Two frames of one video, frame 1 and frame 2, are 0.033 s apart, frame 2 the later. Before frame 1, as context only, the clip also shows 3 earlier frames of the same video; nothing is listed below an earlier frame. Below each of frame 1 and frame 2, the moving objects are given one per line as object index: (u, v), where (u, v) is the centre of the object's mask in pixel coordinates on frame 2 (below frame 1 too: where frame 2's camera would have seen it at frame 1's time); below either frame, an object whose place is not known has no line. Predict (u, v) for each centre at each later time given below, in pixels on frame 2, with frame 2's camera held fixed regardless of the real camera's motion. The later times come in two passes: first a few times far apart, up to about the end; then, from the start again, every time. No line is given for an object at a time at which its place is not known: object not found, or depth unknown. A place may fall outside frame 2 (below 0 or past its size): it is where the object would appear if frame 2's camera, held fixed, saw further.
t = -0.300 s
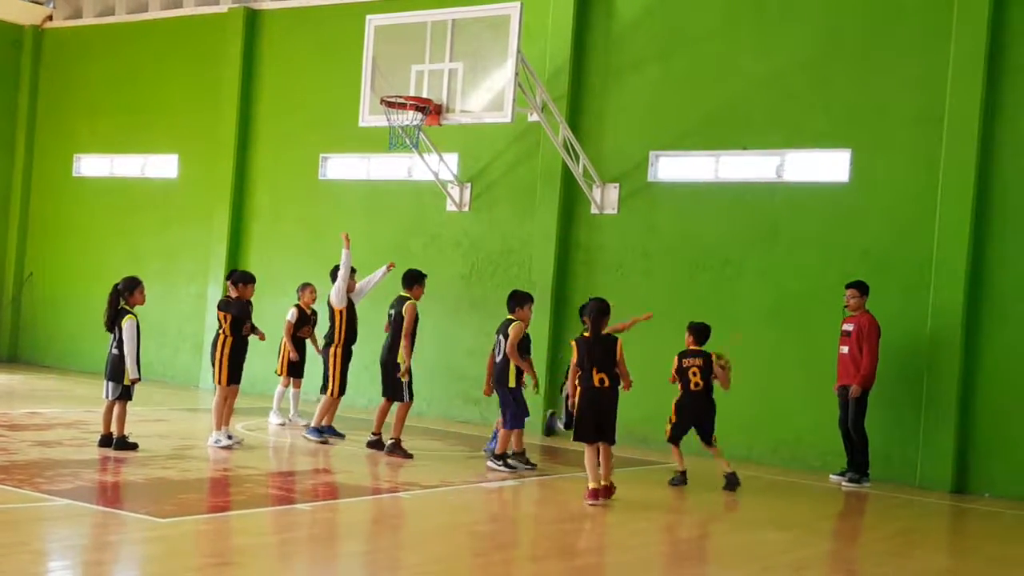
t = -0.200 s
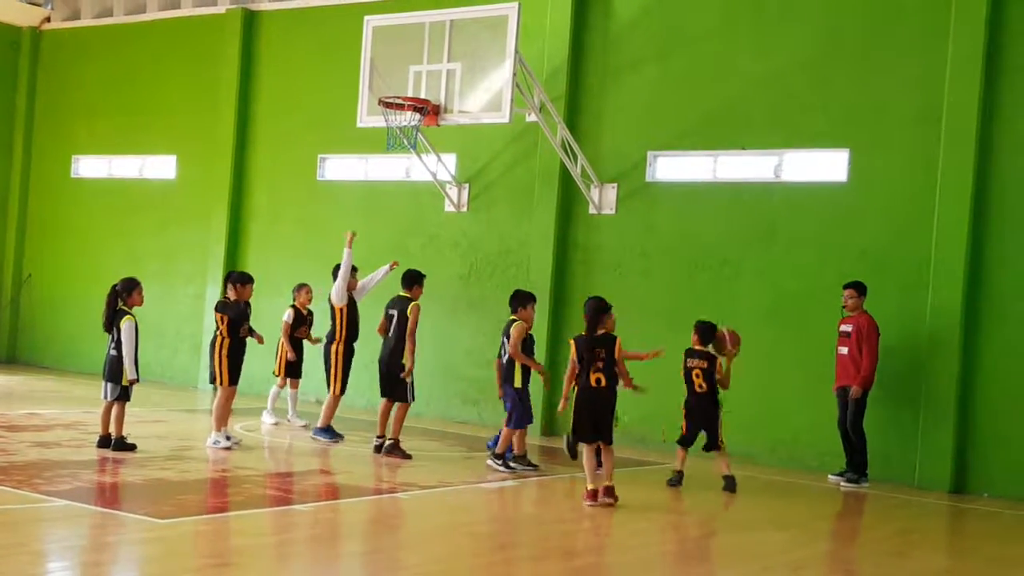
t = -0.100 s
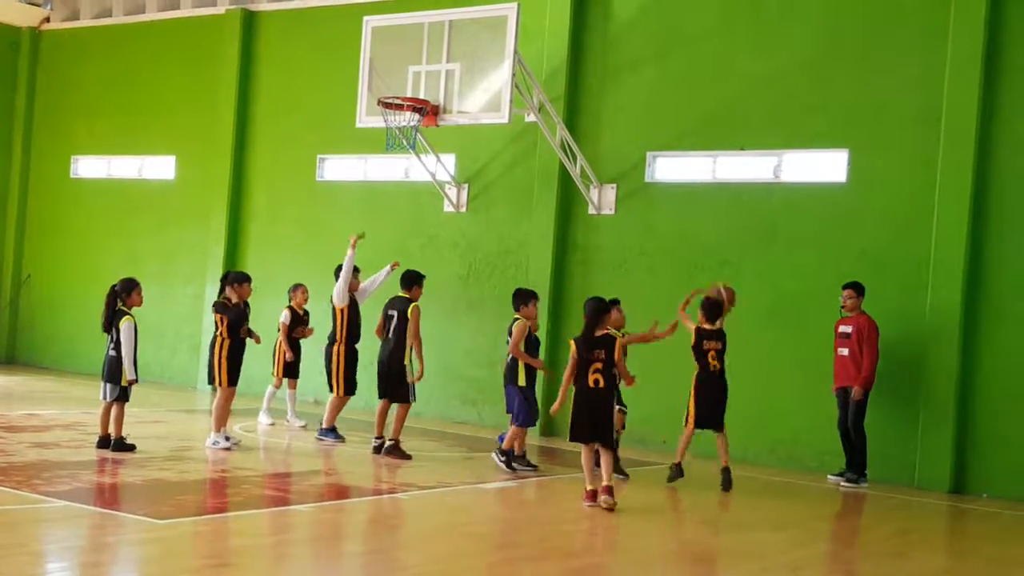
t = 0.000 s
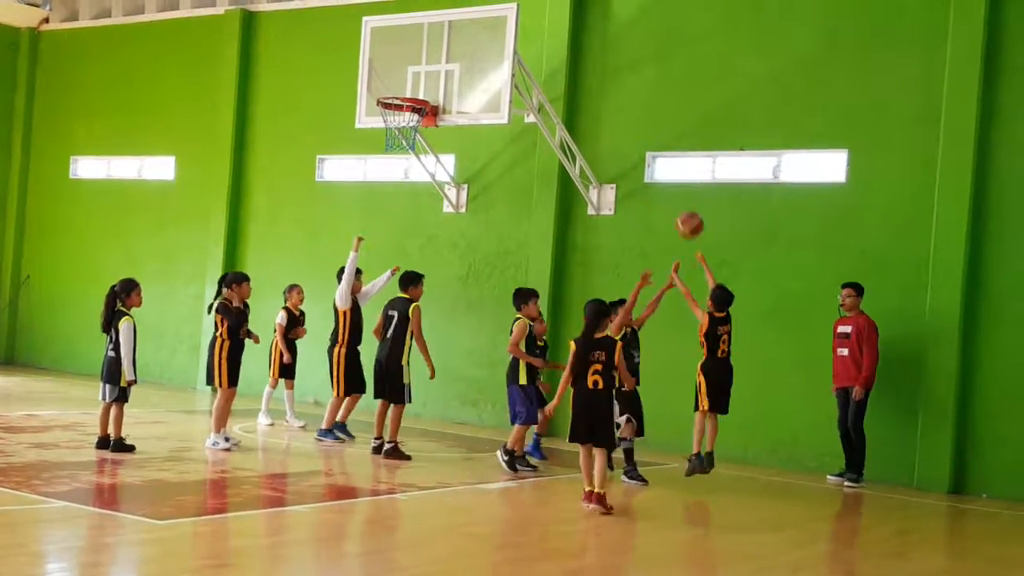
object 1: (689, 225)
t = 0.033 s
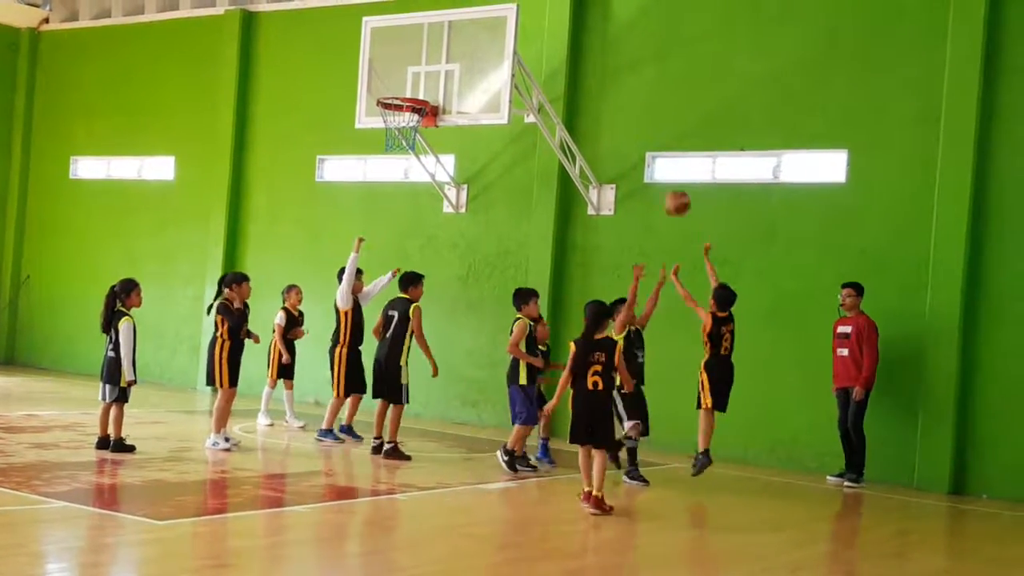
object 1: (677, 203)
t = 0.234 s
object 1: (600, 101)
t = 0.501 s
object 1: (501, 47)
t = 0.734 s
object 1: (417, 70)
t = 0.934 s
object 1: (344, 136)
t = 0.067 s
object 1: (664, 183)
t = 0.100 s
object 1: (651, 162)
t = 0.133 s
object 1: (638, 145)
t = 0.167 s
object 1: (625, 129)
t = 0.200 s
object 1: (612, 114)
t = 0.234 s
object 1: (600, 101)
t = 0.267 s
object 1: (587, 89)
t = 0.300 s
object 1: (575, 79)
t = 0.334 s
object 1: (562, 71)
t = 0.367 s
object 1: (551, 63)
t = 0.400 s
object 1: (538, 57)
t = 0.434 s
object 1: (526, 52)
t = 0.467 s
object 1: (513, 49)
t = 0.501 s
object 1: (501, 47)
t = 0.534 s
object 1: (489, 47)
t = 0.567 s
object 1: (476, 48)
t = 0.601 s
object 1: (464, 50)
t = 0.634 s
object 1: (452, 53)
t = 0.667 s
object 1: (440, 57)
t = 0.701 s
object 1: (428, 62)
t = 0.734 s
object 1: (417, 70)
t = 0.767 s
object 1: (404, 77)
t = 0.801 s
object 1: (393, 86)
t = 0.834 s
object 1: (380, 96)
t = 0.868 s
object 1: (369, 108)
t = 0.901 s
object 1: (357, 122)
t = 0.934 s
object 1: (344, 136)
